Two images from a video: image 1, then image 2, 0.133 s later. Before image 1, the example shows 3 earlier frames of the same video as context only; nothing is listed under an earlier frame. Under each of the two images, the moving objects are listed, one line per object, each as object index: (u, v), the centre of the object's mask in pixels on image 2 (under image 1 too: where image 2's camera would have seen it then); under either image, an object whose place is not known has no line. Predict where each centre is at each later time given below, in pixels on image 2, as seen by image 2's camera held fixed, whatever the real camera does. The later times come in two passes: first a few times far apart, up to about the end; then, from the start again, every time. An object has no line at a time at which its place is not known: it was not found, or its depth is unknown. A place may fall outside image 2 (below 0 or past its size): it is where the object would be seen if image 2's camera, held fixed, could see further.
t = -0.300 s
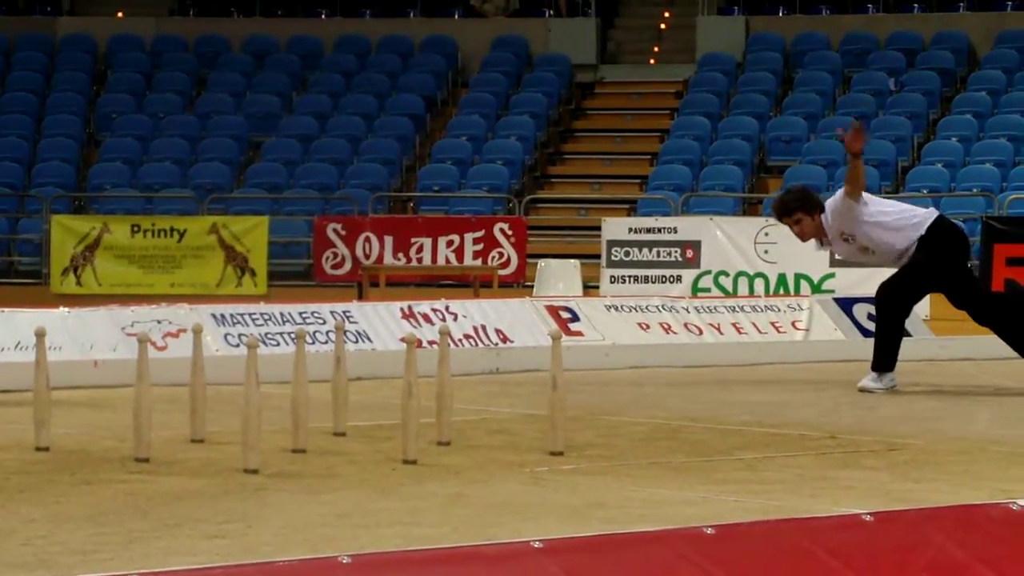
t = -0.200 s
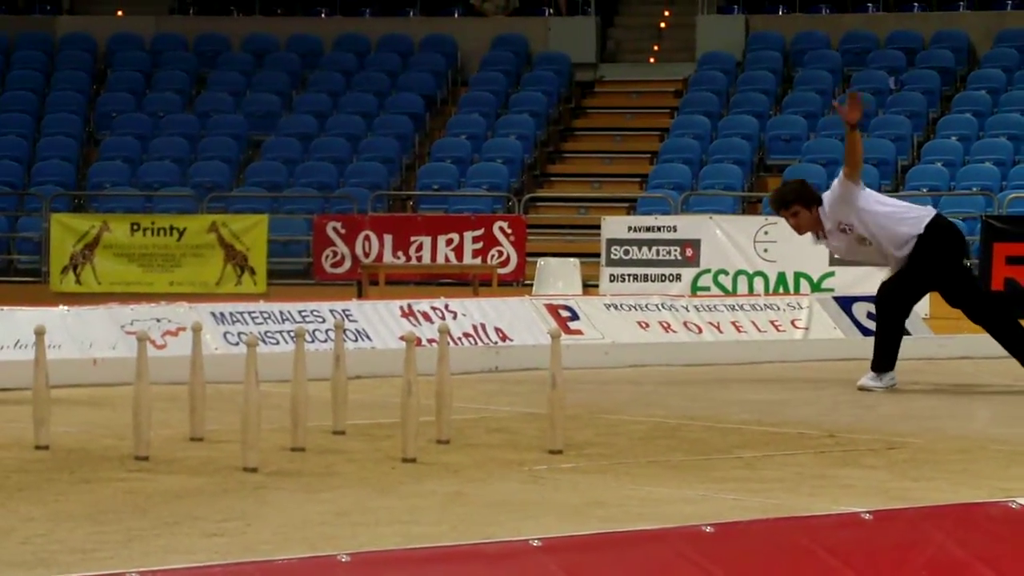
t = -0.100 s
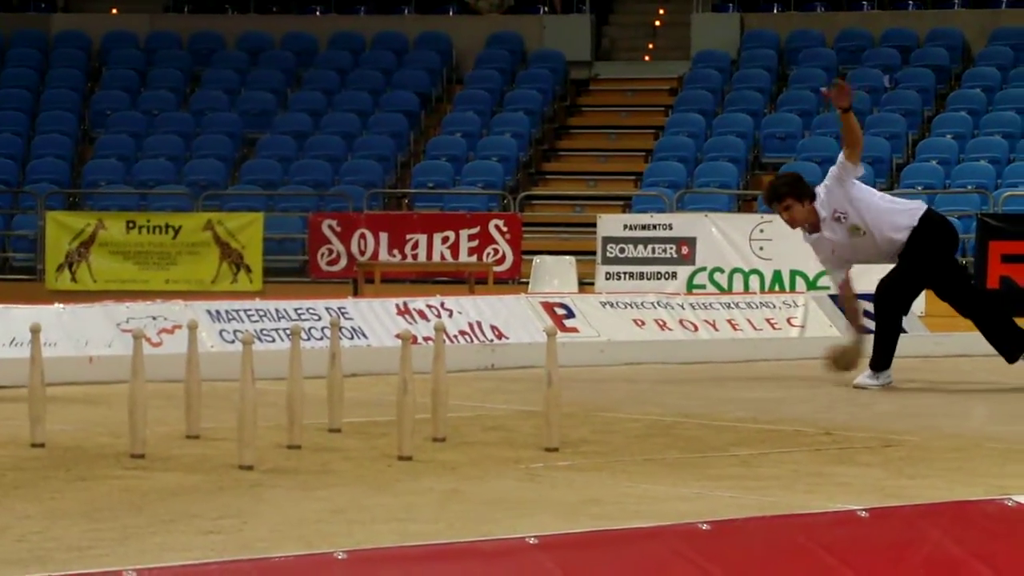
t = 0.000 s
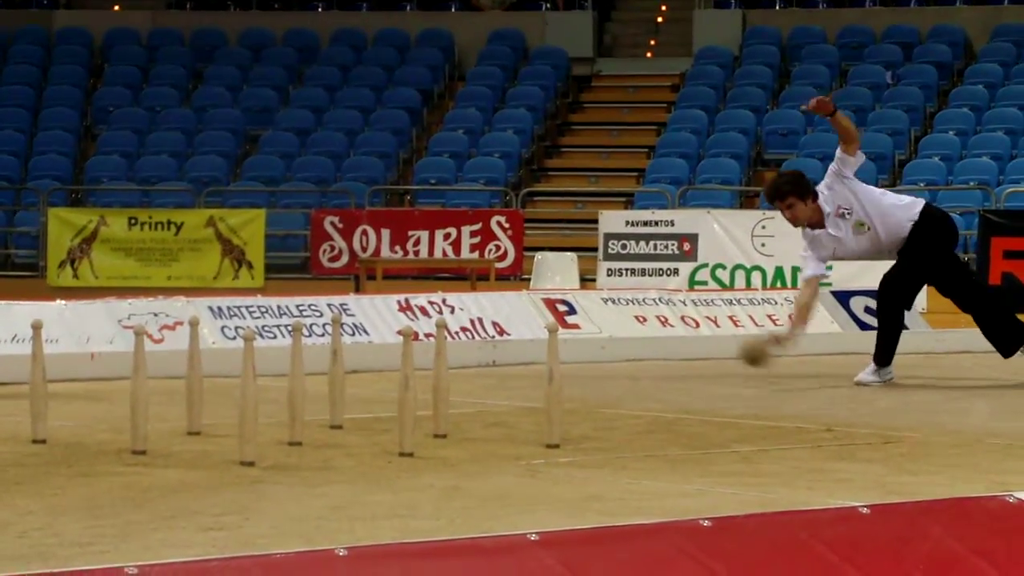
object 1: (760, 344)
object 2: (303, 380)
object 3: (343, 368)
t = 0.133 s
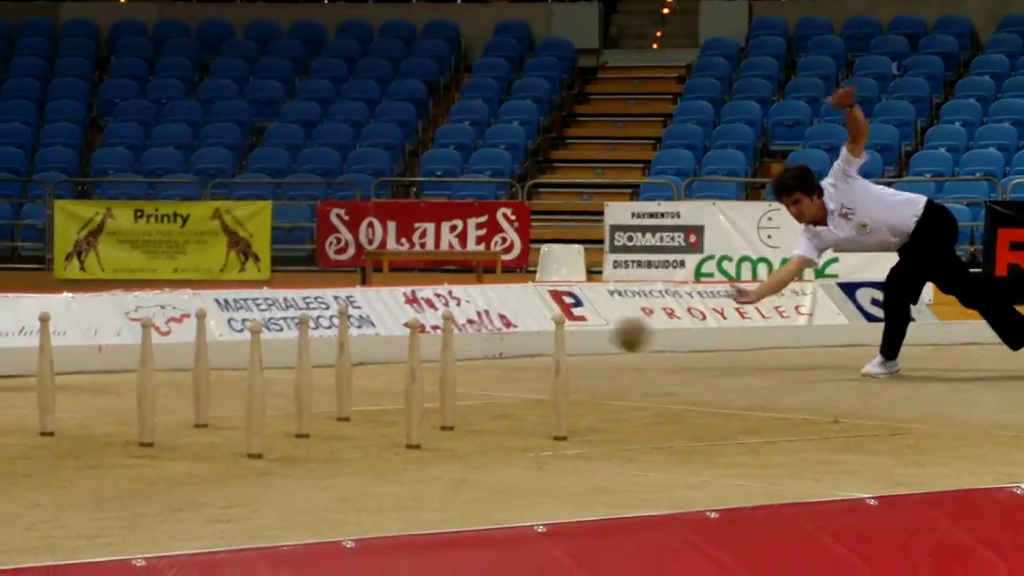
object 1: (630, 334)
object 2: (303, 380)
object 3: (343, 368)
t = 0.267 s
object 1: (478, 367)
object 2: (303, 381)
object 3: (343, 368)
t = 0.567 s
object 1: (166, 373)
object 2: (303, 381)
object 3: (350, 377)
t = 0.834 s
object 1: (-41, 417)
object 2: (287, 394)
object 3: (380, 423)
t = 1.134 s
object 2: (306, 430)
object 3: (426, 441)
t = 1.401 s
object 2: (306, 431)
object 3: (440, 446)
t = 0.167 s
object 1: (594, 337)
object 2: (303, 380)
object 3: (343, 368)
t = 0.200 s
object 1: (556, 343)
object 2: (303, 381)
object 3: (343, 369)
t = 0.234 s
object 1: (519, 354)
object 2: (303, 381)
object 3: (343, 369)
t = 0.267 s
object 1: (478, 367)
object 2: (303, 381)
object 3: (343, 368)
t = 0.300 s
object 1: (431, 388)
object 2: (303, 381)
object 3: (343, 369)
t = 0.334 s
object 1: (390, 398)
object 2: (303, 380)
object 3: (343, 368)
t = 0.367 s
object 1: (363, 389)
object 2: (303, 380)
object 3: (343, 367)
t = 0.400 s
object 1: (324, 385)
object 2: (303, 381)
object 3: (343, 367)
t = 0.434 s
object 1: (280, 382)
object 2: (303, 380)
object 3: (343, 364)
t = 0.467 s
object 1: (239, 379)
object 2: (303, 381)
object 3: (342, 362)
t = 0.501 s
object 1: (218, 377)
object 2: (303, 380)
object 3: (343, 365)
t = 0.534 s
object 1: (186, 374)
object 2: (303, 381)
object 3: (347, 372)
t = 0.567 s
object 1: (166, 373)
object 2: (303, 381)
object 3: (350, 377)
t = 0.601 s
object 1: (124, 376)
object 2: (303, 380)
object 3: (347, 389)
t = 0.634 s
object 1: (98, 382)
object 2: (298, 380)
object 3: (348, 404)
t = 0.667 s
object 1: (70, 392)
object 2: (293, 383)
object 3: (353, 405)
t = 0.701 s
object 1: (43, 400)
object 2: (286, 387)
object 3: (351, 429)
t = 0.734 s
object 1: (19, 414)
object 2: (284, 388)
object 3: (358, 436)
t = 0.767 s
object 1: (-3, 416)
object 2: (287, 384)
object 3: (367, 437)
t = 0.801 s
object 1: (-24, 414)
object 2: (286, 389)
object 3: (372, 428)
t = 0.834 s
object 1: (-41, 417)
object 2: (287, 394)
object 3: (380, 423)
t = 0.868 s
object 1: (-53, 417)
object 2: (291, 400)
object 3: (388, 420)
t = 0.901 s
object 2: (292, 411)
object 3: (394, 429)
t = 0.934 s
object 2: (286, 426)
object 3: (401, 437)
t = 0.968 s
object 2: (303, 432)
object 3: (403, 444)
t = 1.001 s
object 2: (293, 426)
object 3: (411, 440)
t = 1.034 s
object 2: (305, 425)
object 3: (420, 438)
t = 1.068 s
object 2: (306, 427)
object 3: (424, 437)
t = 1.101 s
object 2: (307, 431)
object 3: (425, 438)
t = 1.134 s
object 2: (306, 430)
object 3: (426, 441)
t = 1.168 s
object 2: (306, 429)
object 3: (429, 446)
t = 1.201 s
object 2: (306, 430)
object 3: (430, 445)
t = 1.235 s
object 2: (306, 431)
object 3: (434, 445)
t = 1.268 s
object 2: (307, 432)
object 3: (438, 446)
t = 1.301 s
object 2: (307, 432)
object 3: (440, 445)
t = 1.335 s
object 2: (306, 431)
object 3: (440, 444)
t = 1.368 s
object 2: (305, 431)
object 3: (440, 445)
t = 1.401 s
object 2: (306, 431)
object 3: (440, 446)
